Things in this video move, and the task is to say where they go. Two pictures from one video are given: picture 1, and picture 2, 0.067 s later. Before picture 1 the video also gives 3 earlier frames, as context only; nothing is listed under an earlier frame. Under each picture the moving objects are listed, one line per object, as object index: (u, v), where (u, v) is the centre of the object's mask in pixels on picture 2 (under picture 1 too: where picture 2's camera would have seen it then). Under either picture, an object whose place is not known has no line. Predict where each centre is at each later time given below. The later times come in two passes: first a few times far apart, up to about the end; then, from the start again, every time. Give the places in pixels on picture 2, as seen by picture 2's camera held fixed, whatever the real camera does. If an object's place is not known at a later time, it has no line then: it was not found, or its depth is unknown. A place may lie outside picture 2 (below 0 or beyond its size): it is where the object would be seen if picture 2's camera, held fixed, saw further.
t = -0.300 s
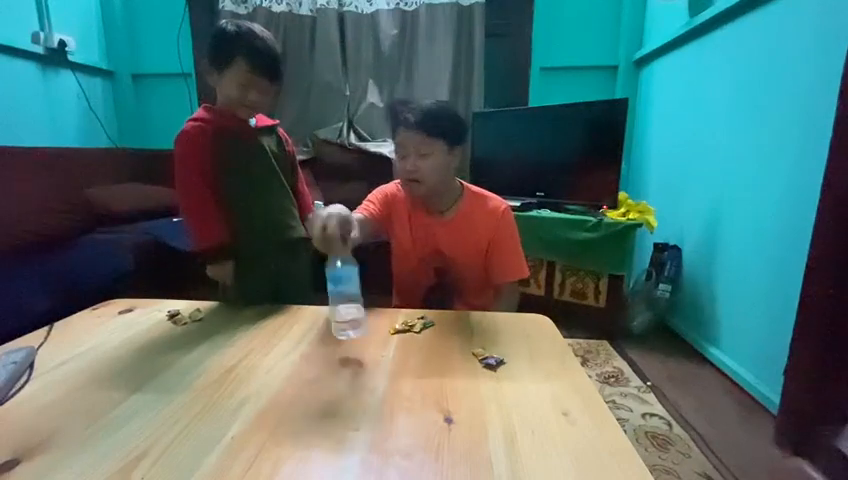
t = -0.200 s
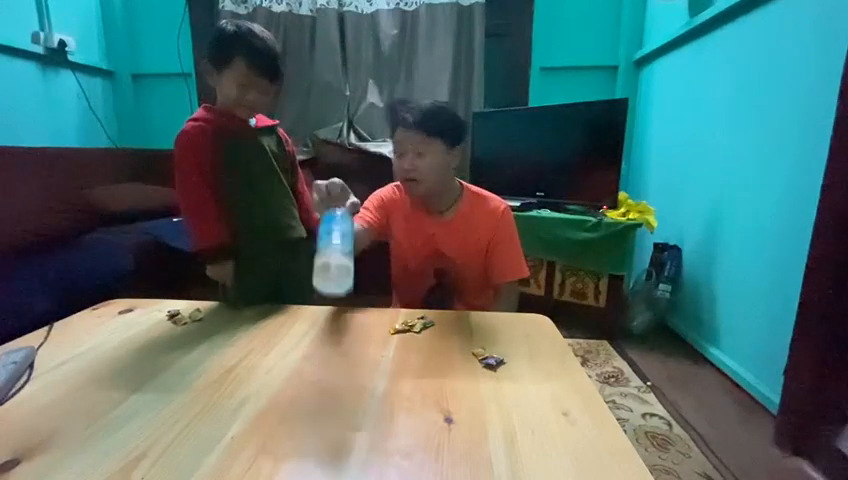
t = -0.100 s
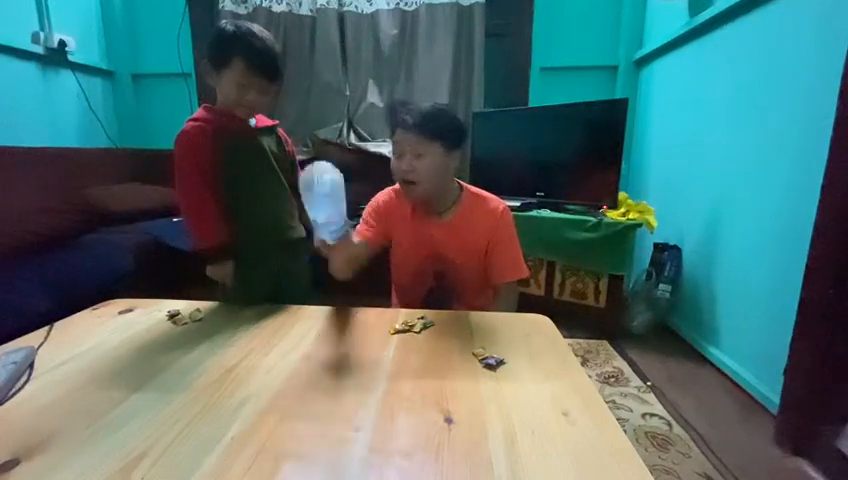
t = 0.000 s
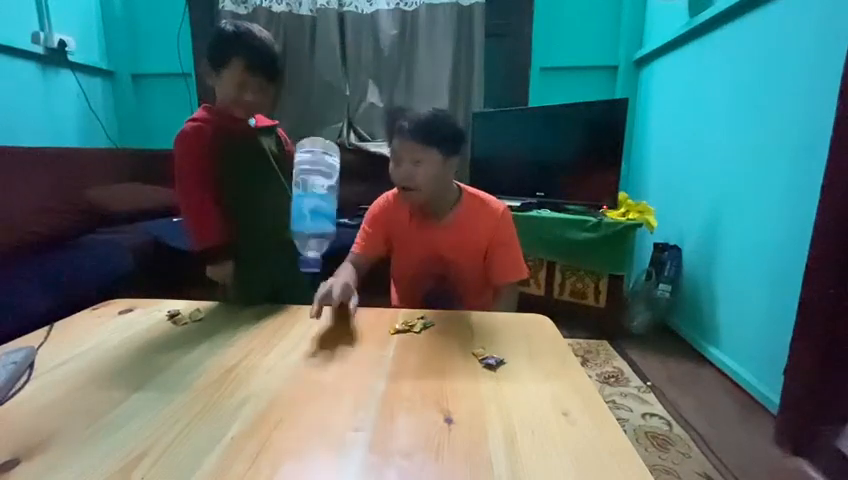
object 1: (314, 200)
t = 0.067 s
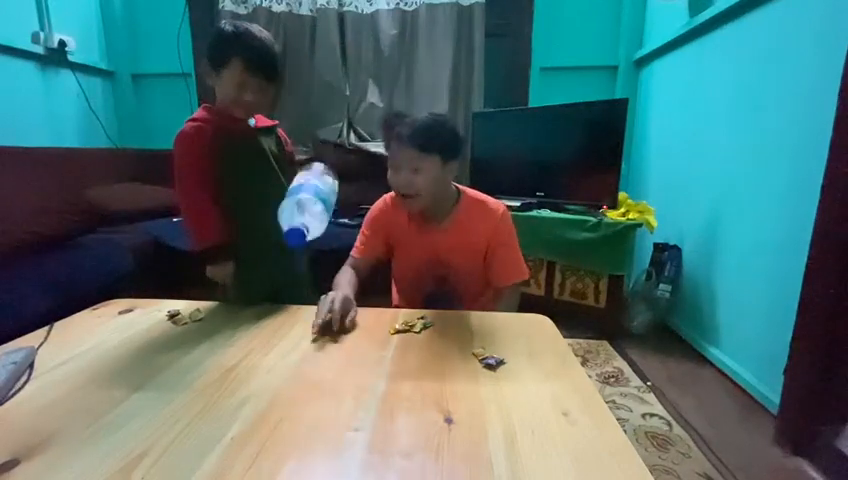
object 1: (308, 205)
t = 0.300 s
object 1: (300, 361)
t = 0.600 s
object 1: (289, 413)
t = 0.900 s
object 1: (289, 415)
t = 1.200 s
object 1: (294, 415)
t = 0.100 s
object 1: (306, 216)
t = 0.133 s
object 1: (304, 238)
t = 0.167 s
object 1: (303, 267)
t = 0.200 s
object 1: (305, 306)
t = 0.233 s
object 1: (306, 352)
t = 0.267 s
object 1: (303, 357)
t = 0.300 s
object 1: (300, 361)
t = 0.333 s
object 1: (298, 364)
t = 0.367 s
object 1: (296, 369)
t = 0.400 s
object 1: (293, 377)
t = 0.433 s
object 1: (290, 391)
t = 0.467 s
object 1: (290, 413)
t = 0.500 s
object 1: (290, 412)
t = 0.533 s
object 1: (291, 413)
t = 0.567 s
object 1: (290, 413)
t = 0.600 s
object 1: (289, 413)
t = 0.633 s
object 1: (288, 413)
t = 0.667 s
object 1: (288, 413)
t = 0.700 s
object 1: (288, 414)
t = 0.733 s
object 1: (288, 414)
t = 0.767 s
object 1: (288, 415)
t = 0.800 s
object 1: (287, 414)
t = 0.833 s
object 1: (287, 415)
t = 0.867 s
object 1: (288, 415)
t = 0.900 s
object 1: (289, 415)
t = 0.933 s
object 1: (289, 415)
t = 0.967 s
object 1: (290, 415)
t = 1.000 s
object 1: (290, 415)
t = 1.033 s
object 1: (290, 415)
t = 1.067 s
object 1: (290, 415)
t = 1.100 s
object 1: (291, 415)
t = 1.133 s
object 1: (292, 415)
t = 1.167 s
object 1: (294, 415)
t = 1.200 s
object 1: (294, 415)
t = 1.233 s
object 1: (294, 417)
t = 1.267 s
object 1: (295, 417)
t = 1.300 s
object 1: (297, 417)
